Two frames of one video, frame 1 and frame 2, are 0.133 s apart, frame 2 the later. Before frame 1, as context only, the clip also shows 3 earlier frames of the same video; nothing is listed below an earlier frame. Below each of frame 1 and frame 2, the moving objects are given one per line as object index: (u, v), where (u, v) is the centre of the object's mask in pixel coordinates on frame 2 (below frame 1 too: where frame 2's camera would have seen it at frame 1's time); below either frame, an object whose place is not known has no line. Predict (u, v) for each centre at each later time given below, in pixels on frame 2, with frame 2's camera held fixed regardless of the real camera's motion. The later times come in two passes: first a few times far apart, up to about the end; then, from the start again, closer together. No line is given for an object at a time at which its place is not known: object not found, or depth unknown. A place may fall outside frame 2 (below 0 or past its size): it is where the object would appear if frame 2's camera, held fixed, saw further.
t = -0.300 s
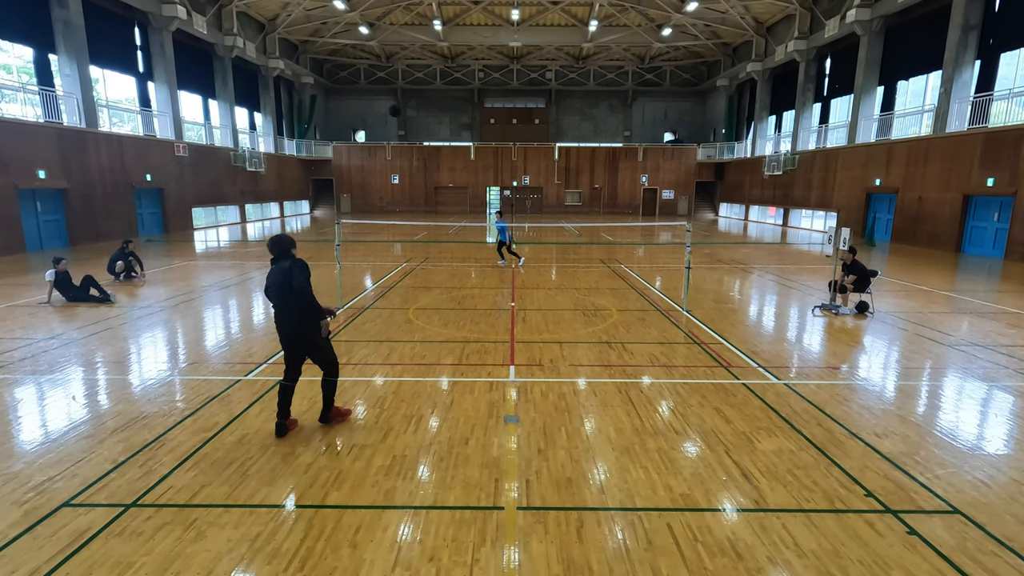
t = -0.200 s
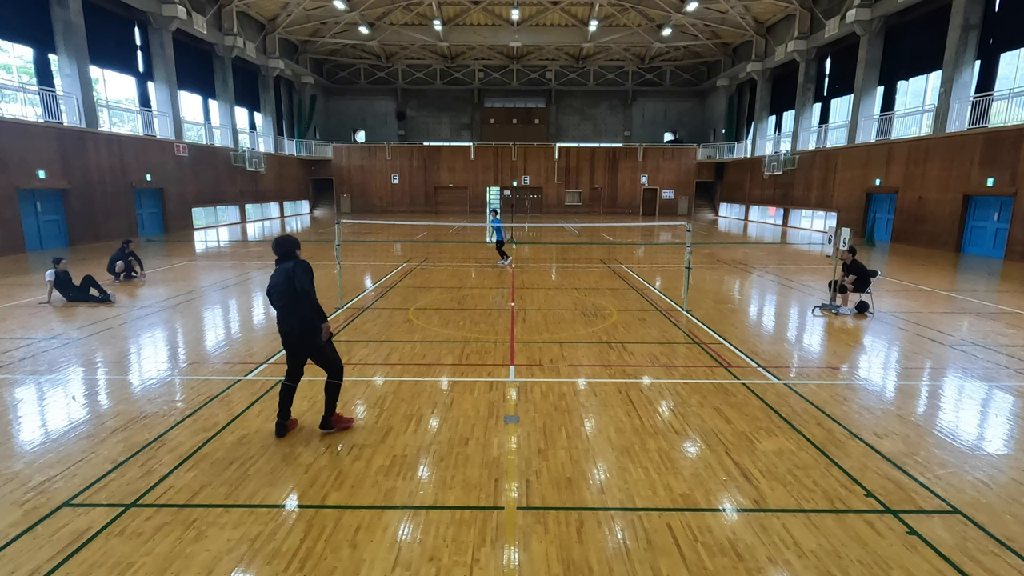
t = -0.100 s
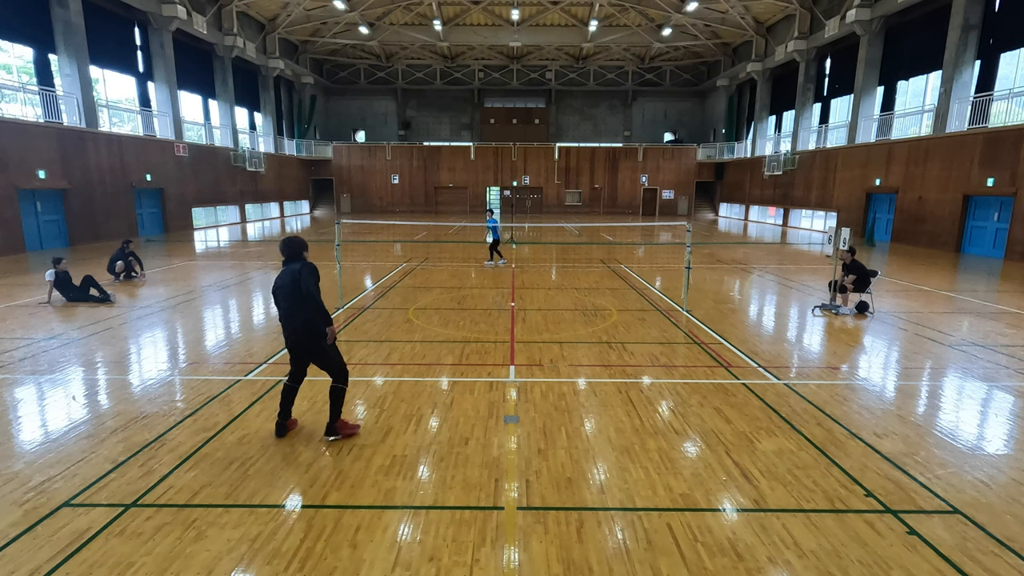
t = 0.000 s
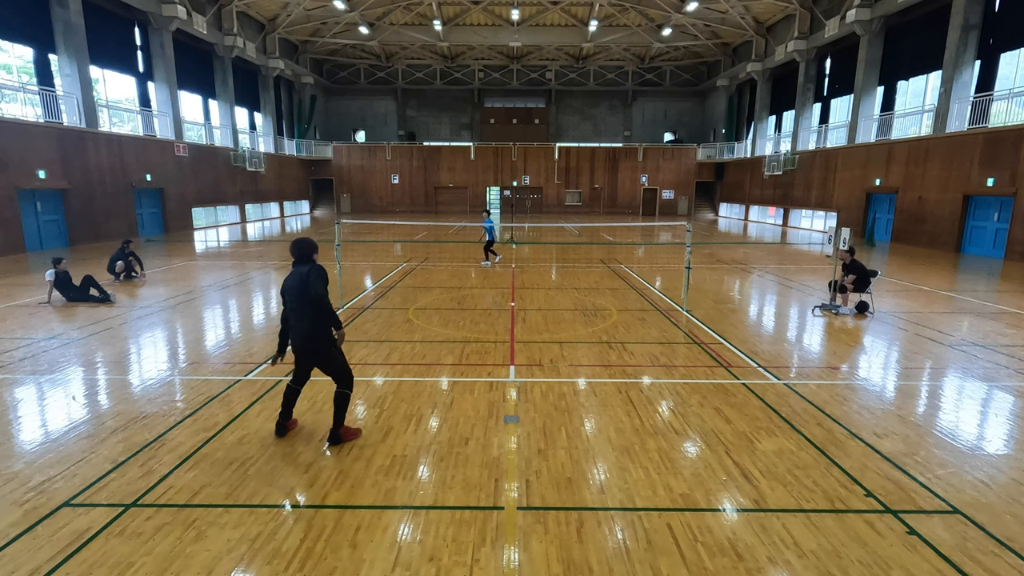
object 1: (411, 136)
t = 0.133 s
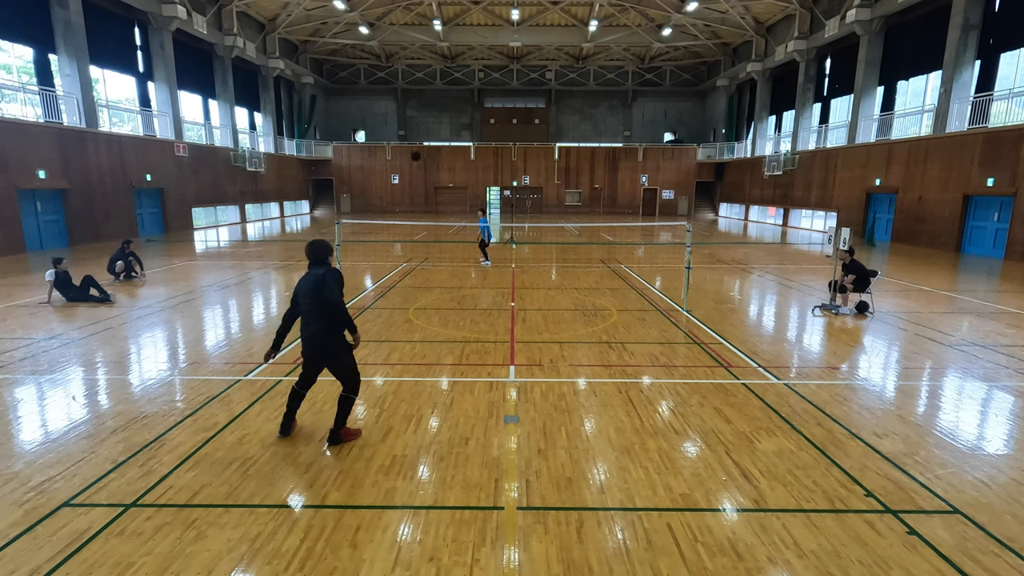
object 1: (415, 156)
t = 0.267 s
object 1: (420, 181)
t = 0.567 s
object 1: (431, 244)
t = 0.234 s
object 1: (418, 174)
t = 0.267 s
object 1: (420, 181)
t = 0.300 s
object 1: (422, 188)
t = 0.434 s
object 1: (427, 215)
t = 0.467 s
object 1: (428, 222)
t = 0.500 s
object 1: (429, 229)
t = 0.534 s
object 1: (430, 237)
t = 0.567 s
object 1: (431, 244)
